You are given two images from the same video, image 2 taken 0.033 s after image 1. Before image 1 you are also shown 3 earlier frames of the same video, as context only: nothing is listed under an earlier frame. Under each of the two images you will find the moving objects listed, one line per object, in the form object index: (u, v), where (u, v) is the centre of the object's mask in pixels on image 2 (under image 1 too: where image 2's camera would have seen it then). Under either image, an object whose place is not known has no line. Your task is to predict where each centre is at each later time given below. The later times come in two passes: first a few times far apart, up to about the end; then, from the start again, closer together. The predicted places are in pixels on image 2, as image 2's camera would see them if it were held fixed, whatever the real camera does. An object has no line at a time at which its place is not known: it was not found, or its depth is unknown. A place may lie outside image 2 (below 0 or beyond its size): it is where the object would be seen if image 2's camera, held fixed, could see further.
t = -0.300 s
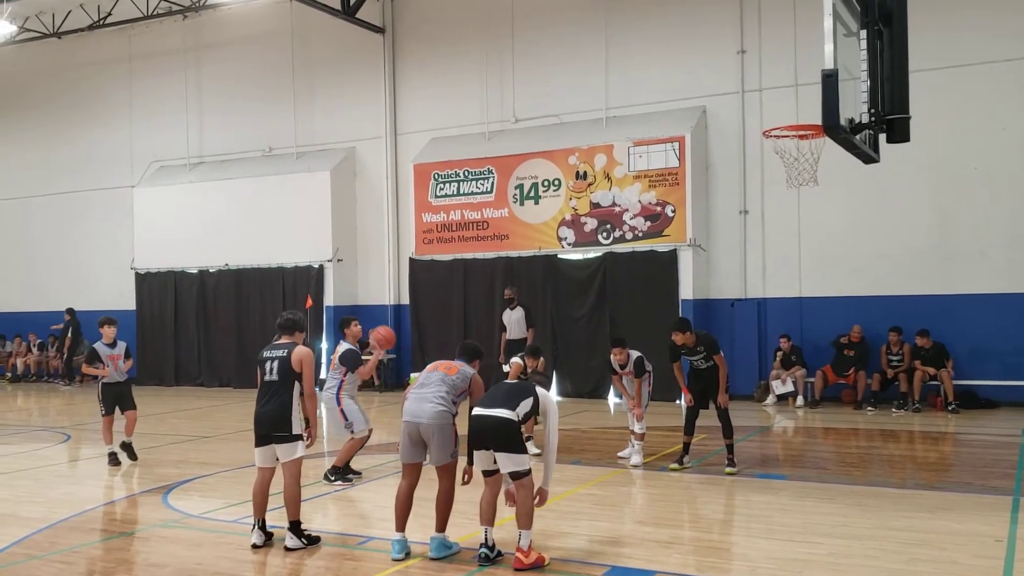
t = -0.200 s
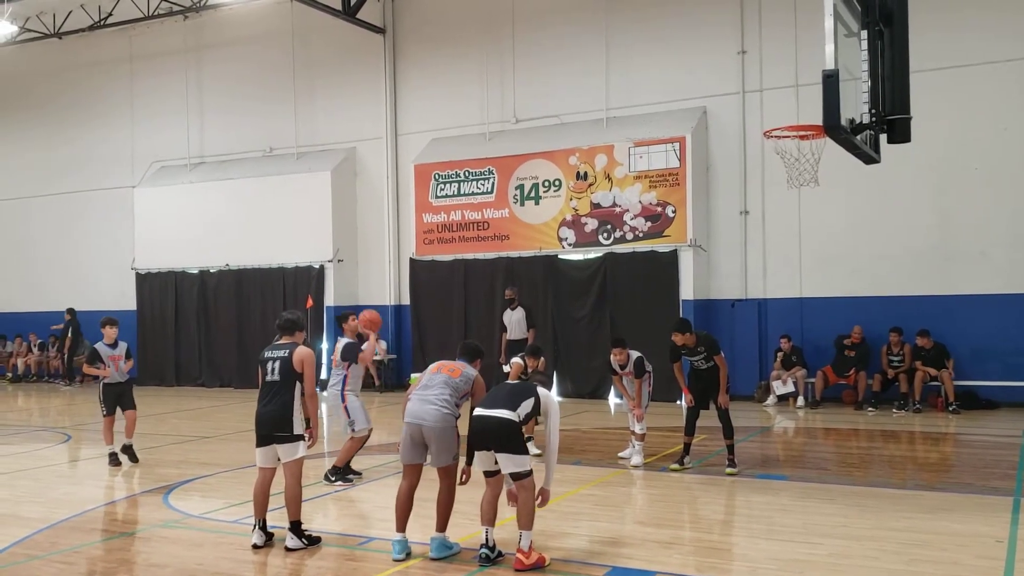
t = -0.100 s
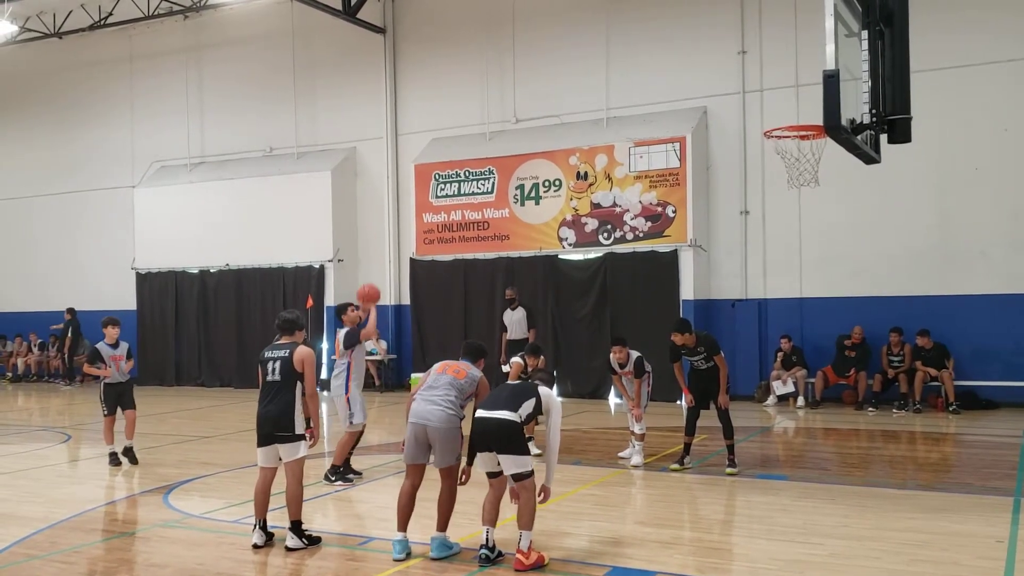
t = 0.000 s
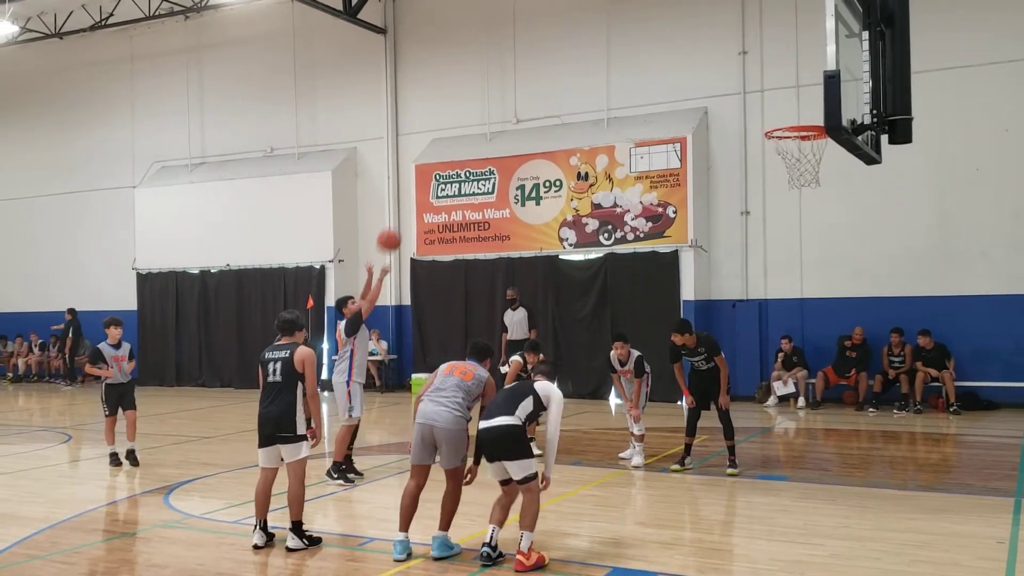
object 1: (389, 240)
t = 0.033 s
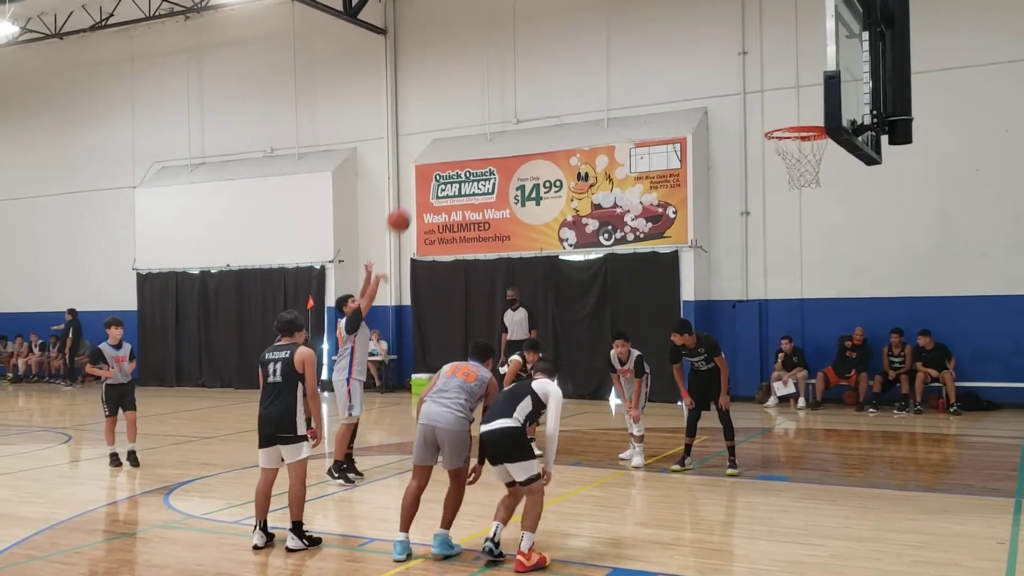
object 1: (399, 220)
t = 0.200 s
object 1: (449, 133)
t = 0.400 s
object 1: (514, 62)
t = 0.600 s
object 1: (584, 29)
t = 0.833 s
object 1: (675, 48)
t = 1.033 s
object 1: (759, 118)
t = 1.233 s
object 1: (723, 100)
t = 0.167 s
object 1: (439, 149)
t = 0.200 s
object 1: (449, 133)
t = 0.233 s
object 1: (460, 119)
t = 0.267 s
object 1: (470, 105)
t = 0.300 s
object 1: (481, 94)
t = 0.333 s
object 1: (491, 82)
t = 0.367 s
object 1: (502, 71)
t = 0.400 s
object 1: (514, 62)
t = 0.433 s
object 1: (525, 54)
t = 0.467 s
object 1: (537, 47)
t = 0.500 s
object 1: (548, 41)
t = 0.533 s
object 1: (560, 35)
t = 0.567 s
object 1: (572, 32)
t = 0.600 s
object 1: (584, 29)
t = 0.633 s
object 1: (597, 28)
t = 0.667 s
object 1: (609, 27)
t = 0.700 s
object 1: (622, 29)
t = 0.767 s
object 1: (648, 36)
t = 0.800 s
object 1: (661, 41)
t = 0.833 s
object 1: (675, 48)
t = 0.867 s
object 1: (689, 56)
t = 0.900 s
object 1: (702, 65)
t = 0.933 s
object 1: (715, 75)
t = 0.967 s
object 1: (730, 88)
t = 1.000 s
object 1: (745, 102)
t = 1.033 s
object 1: (759, 118)
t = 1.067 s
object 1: (757, 117)
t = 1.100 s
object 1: (750, 111)
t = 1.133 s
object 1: (743, 107)
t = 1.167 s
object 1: (736, 103)
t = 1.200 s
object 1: (730, 101)
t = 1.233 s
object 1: (723, 100)
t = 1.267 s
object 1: (716, 101)
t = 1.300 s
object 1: (709, 103)
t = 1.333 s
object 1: (703, 106)
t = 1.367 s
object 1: (697, 111)
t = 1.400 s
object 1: (688, 118)
